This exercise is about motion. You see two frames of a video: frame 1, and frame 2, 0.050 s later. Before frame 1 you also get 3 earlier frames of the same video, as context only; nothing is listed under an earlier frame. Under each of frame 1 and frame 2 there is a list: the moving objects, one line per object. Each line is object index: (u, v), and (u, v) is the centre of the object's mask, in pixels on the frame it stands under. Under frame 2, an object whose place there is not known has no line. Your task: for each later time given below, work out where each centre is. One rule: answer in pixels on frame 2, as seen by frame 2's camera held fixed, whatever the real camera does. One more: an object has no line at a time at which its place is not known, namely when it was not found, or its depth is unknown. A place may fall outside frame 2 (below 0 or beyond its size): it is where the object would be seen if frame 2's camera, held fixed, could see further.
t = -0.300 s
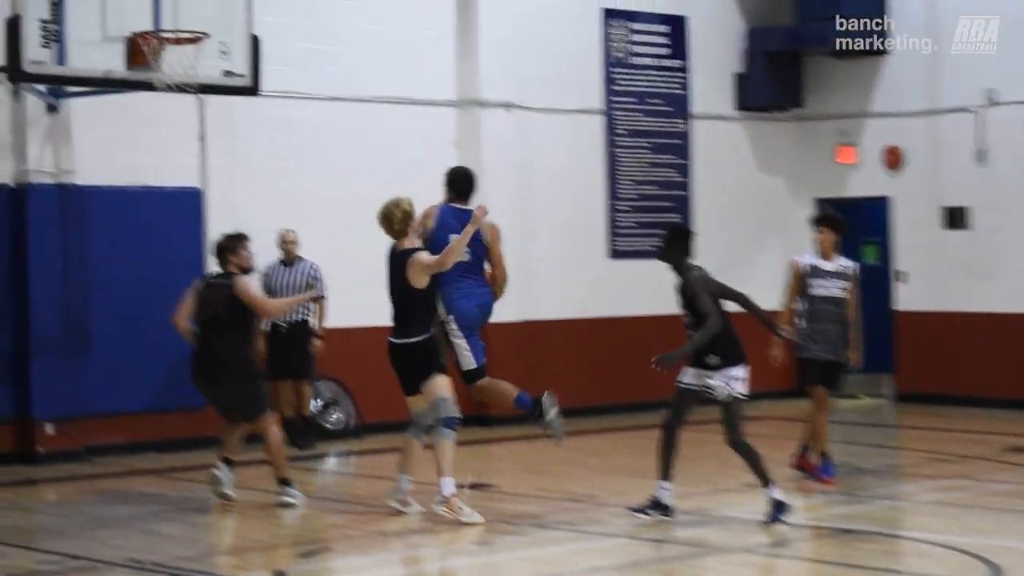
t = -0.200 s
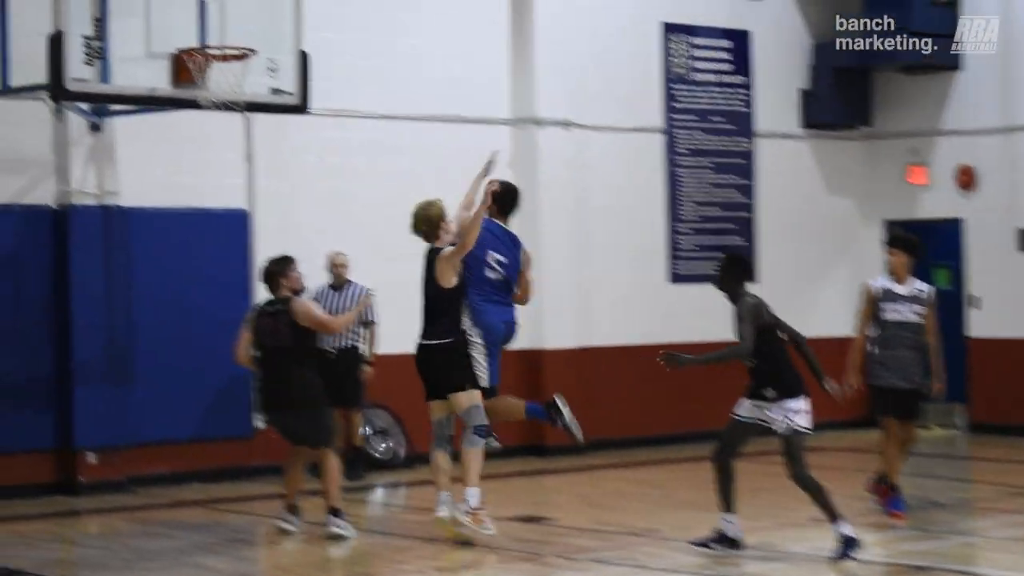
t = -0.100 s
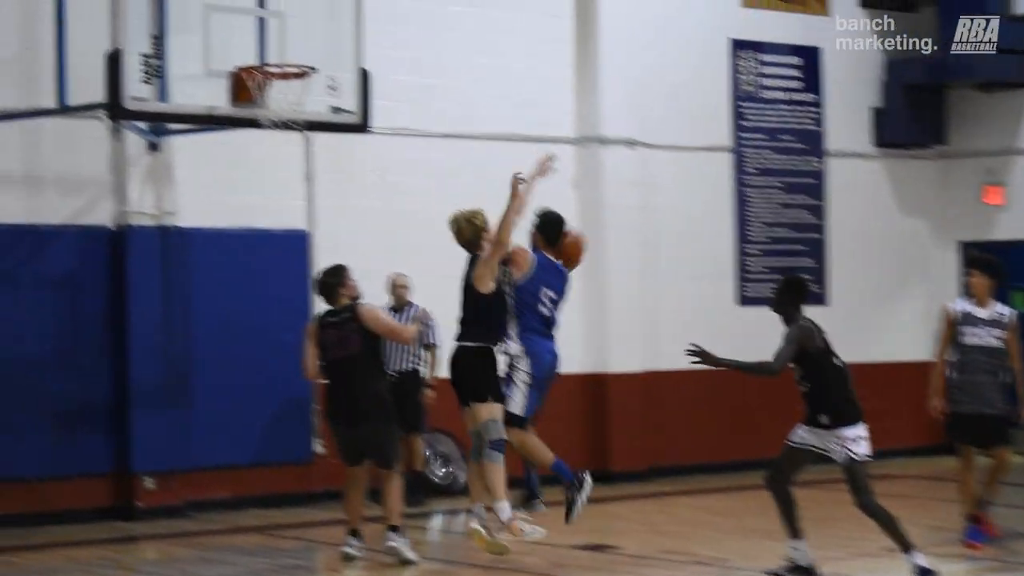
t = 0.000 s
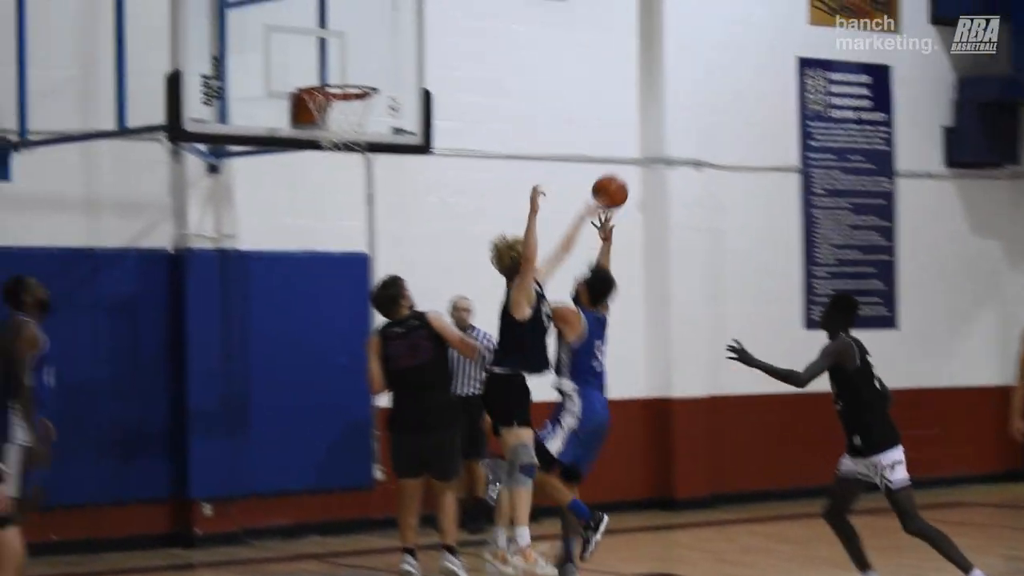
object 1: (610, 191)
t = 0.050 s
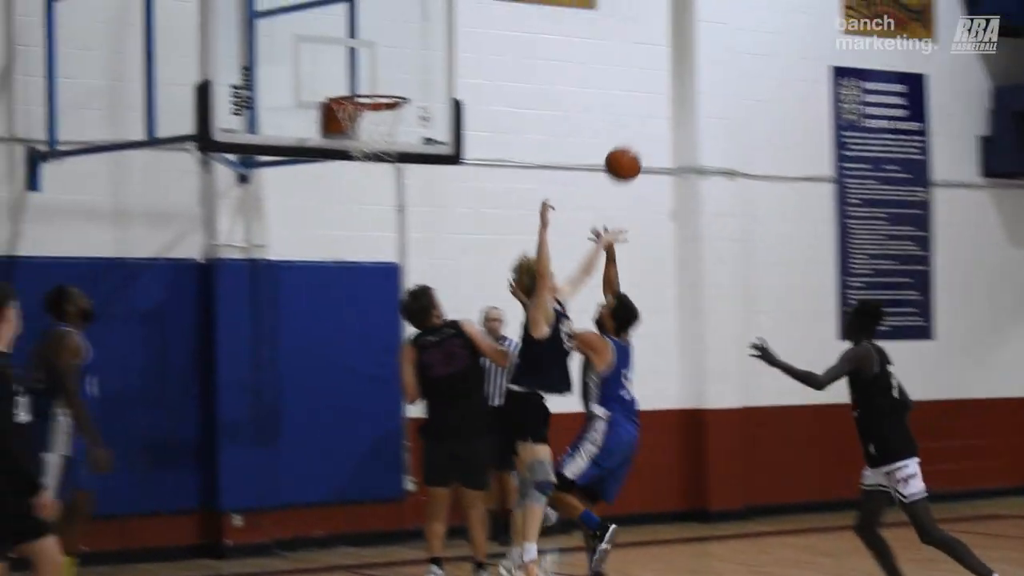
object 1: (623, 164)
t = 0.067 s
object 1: (616, 152)
